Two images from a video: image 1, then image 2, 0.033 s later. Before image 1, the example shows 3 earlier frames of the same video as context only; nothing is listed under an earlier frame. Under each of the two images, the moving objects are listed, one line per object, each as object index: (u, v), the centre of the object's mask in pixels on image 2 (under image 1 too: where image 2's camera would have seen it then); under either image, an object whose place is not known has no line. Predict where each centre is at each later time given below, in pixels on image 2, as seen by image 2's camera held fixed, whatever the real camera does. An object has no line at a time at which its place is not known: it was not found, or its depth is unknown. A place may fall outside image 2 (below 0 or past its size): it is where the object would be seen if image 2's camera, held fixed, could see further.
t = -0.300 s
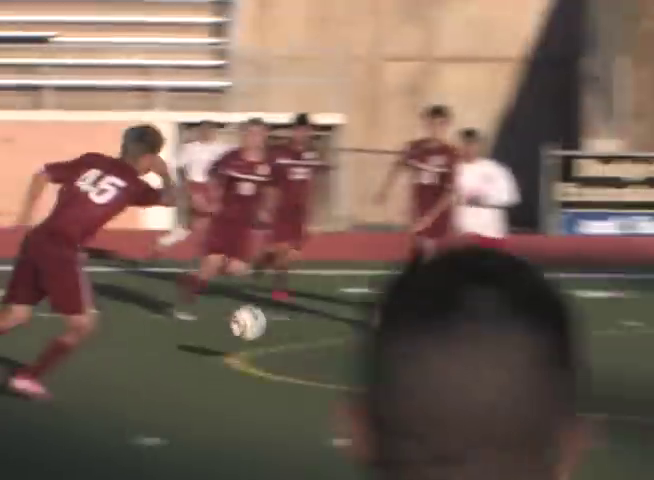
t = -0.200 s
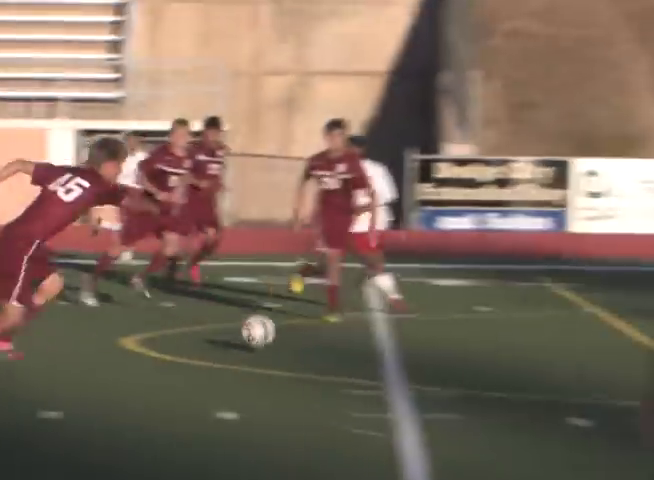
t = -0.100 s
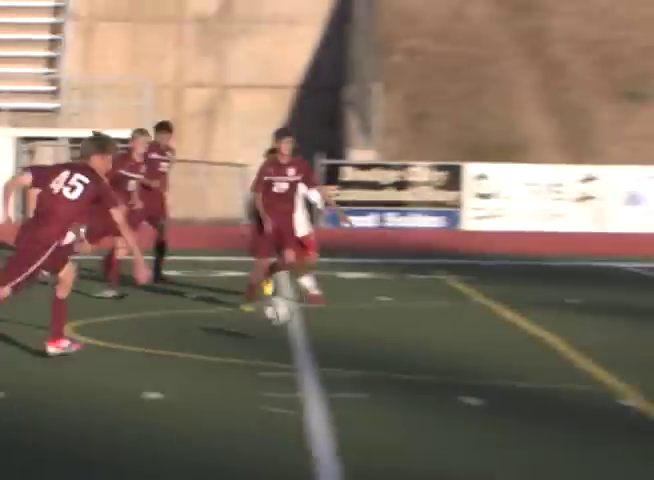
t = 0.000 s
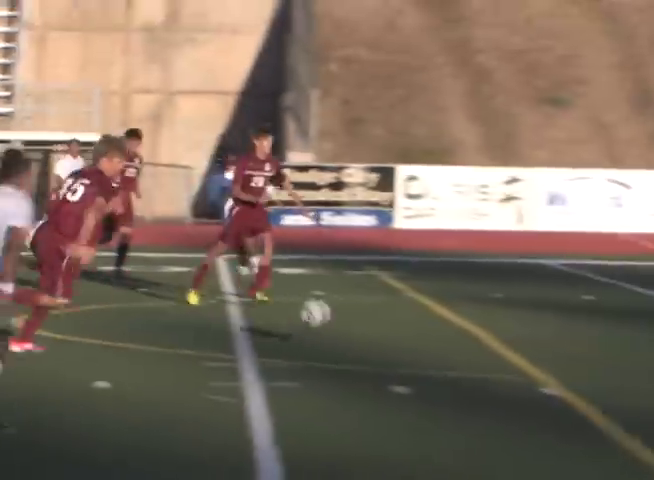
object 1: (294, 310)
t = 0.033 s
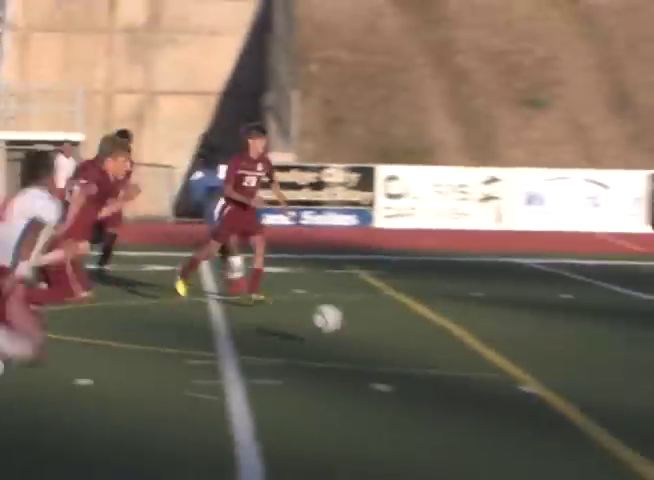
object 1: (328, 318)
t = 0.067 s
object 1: (356, 329)
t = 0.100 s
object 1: (390, 339)
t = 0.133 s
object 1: (421, 340)
